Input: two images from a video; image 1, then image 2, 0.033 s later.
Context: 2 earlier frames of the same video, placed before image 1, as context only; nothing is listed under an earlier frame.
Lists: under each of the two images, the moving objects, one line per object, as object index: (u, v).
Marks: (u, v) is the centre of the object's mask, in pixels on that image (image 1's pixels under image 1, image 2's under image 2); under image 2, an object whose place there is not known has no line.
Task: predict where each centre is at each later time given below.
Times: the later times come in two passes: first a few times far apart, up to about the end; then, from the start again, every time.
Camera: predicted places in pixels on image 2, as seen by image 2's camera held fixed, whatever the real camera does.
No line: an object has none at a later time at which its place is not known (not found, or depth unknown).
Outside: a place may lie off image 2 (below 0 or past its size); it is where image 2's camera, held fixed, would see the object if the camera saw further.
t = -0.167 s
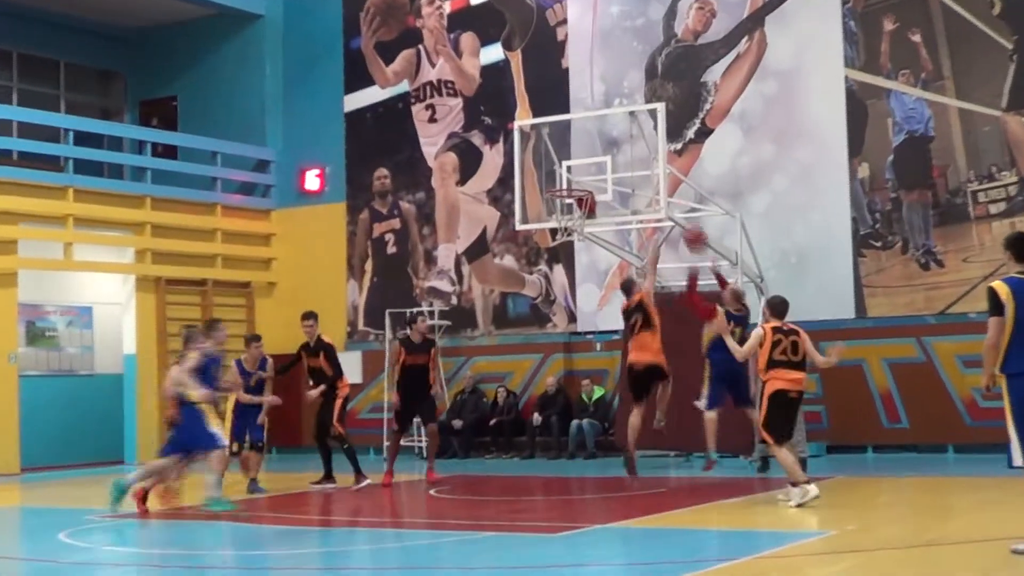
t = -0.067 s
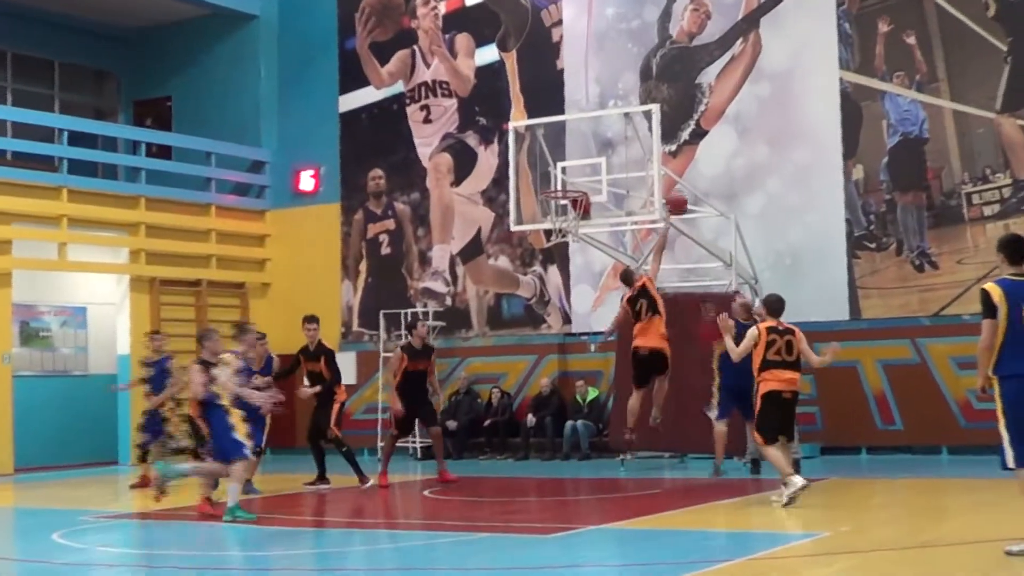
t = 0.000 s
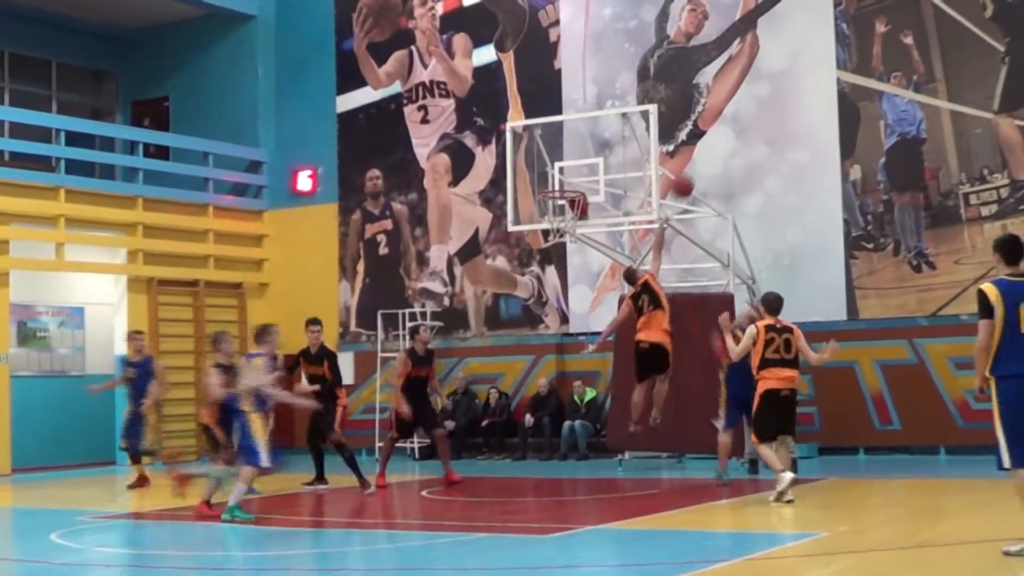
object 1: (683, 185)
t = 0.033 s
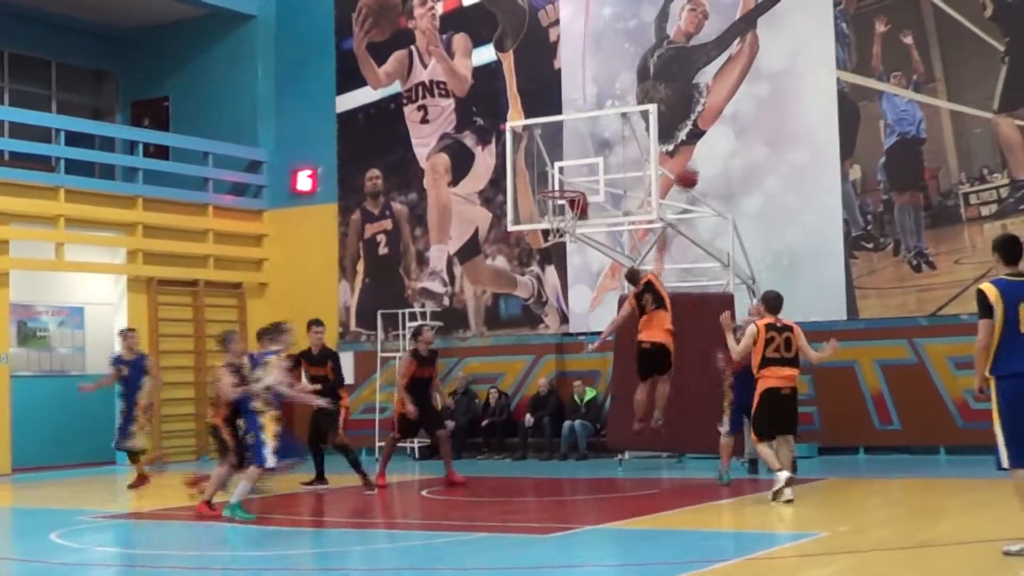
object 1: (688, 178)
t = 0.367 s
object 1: (730, 166)
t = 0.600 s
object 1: (760, 216)
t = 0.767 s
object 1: (782, 278)
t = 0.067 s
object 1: (692, 173)
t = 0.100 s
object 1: (695, 168)
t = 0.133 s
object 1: (700, 164)
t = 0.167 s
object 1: (704, 161)
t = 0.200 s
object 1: (709, 159)
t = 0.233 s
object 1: (713, 159)
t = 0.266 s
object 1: (717, 159)
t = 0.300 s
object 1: (722, 161)
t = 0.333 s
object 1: (726, 163)
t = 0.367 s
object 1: (730, 166)
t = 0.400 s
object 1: (734, 170)
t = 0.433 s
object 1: (739, 176)
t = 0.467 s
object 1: (743, 182)
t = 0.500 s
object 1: (747, 189)
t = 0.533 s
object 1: (752, 197)
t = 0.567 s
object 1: (756, 206)
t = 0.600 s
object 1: (760, 216)
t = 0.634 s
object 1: (764, 226)
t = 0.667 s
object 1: (769, 238)
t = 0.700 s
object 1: (773, 250)
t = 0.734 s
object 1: (778, 263)
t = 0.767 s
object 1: (782, 278)
